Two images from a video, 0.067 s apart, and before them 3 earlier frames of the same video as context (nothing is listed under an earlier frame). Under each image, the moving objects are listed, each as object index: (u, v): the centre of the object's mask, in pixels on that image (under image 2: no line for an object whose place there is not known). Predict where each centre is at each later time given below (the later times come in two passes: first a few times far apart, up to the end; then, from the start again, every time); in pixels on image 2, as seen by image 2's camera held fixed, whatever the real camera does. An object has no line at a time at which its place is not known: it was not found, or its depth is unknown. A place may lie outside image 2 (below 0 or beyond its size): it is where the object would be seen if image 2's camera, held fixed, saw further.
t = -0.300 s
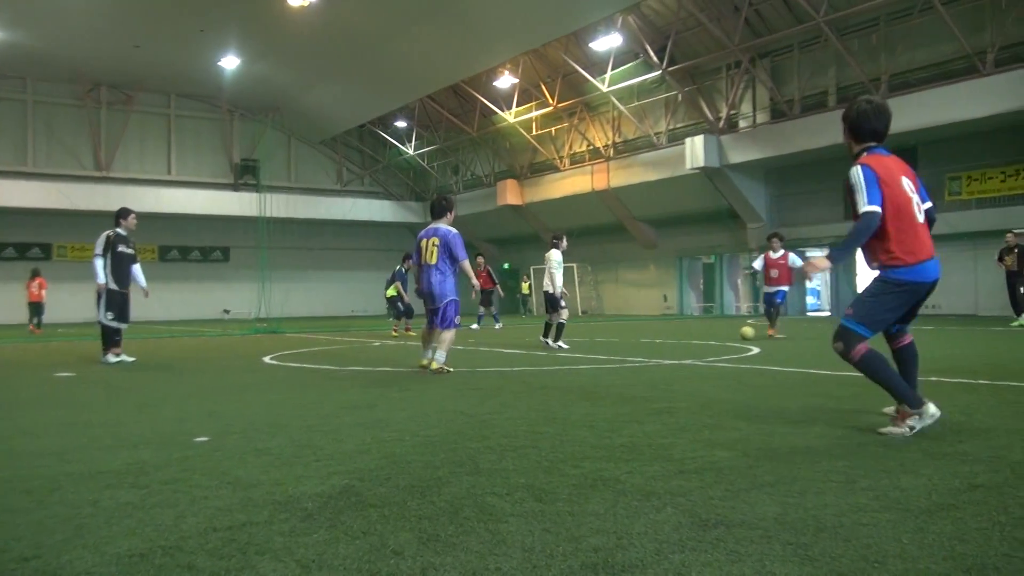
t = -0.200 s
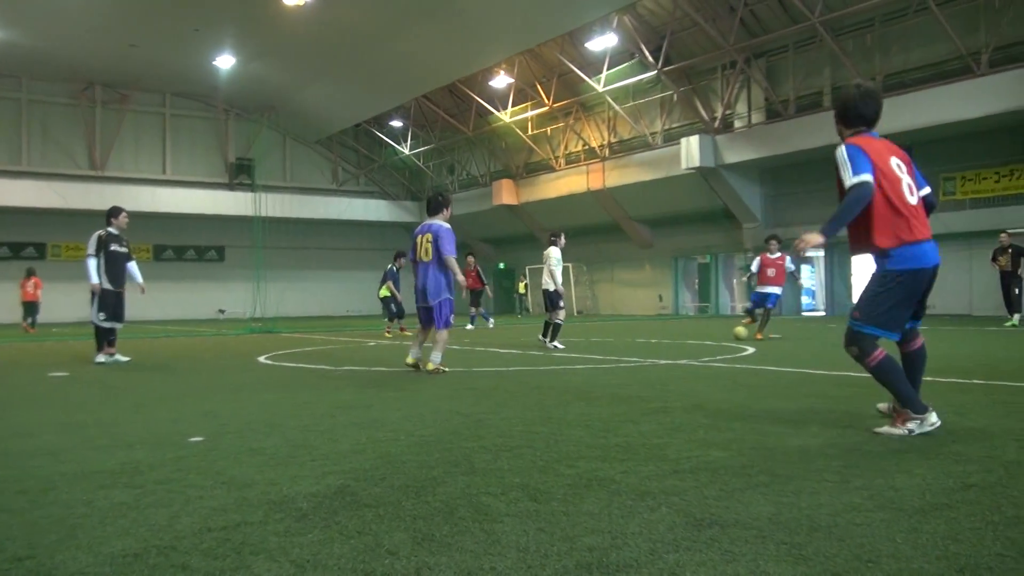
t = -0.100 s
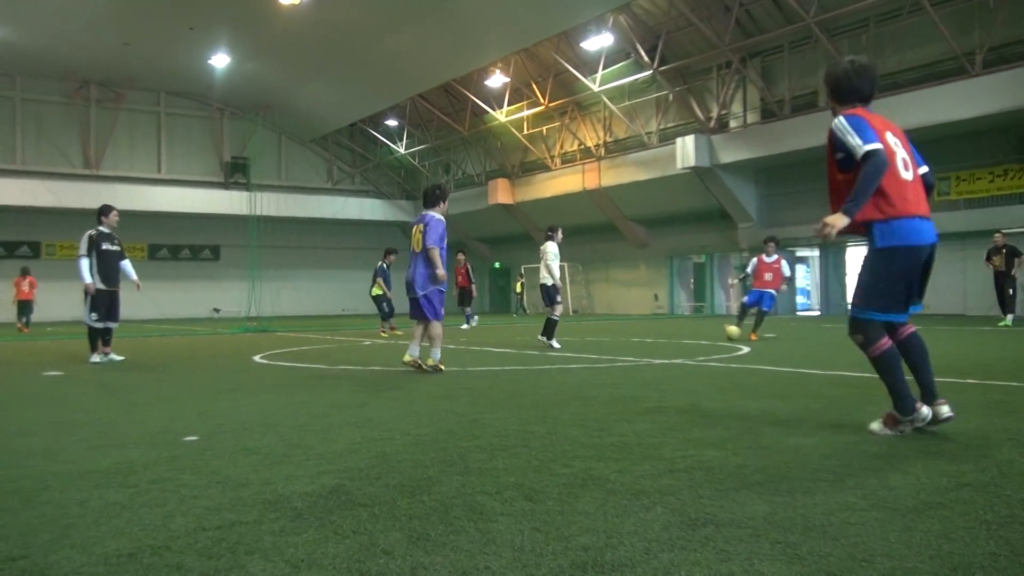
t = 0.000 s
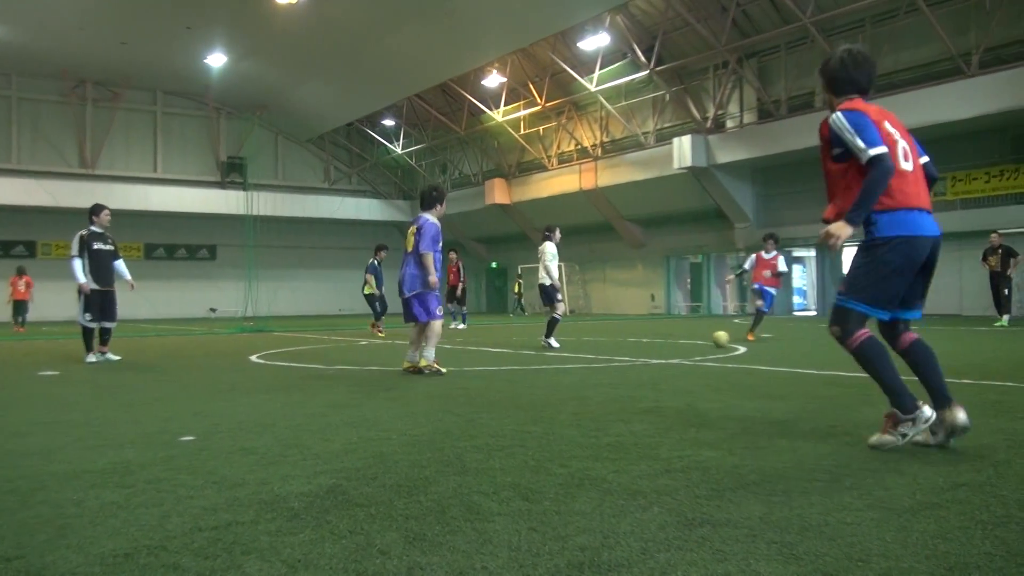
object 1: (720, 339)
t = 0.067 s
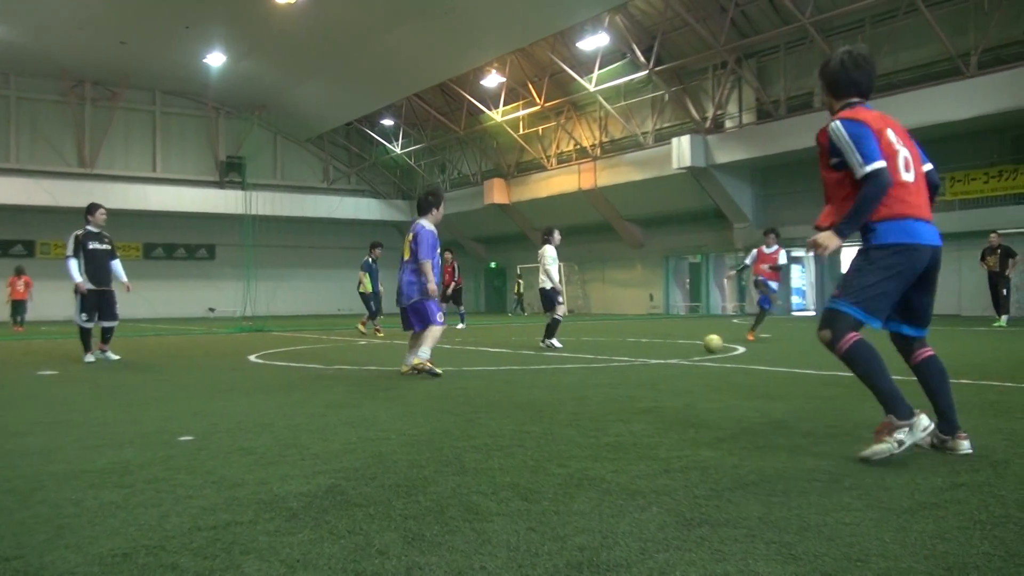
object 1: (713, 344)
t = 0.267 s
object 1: (687, 363)
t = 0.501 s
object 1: (631, 403)
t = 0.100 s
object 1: (709, 346)
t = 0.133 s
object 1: (705, 349)
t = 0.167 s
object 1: (702, 351)
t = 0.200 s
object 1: (697, 355)
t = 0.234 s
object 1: (692, 359)
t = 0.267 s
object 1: (687, 363)
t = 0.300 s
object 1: (681, 367)
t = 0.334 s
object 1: (675, 372)
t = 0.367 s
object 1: (668, 376)
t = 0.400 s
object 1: (660, 383)
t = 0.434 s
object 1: (652, 388)
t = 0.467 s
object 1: (642, 394)
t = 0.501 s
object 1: (631, 403)
